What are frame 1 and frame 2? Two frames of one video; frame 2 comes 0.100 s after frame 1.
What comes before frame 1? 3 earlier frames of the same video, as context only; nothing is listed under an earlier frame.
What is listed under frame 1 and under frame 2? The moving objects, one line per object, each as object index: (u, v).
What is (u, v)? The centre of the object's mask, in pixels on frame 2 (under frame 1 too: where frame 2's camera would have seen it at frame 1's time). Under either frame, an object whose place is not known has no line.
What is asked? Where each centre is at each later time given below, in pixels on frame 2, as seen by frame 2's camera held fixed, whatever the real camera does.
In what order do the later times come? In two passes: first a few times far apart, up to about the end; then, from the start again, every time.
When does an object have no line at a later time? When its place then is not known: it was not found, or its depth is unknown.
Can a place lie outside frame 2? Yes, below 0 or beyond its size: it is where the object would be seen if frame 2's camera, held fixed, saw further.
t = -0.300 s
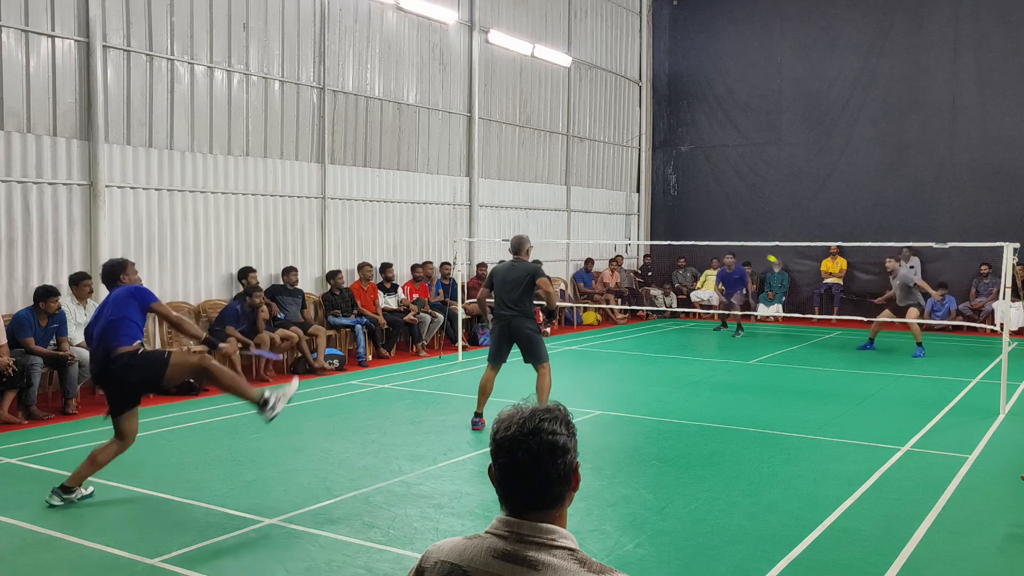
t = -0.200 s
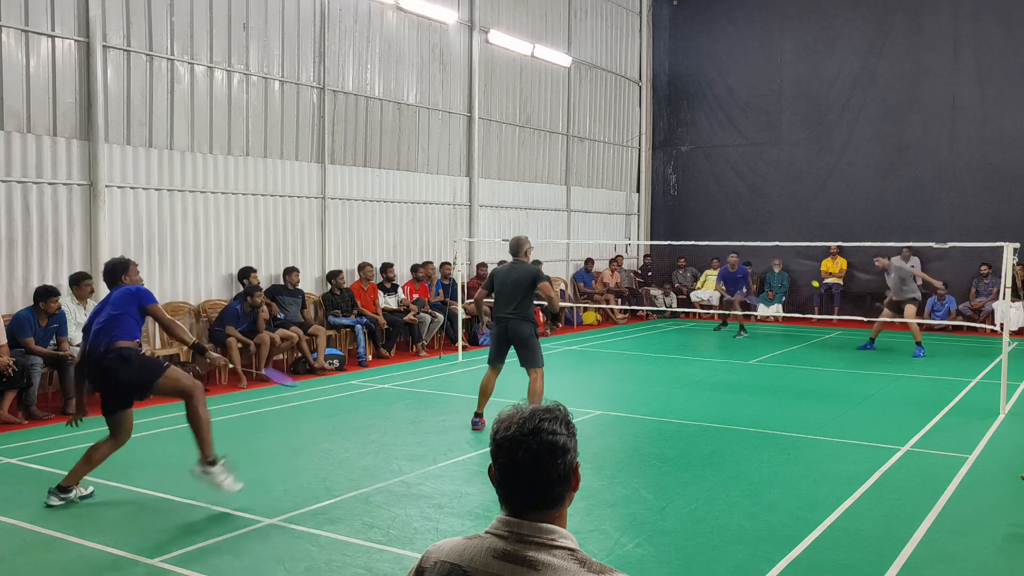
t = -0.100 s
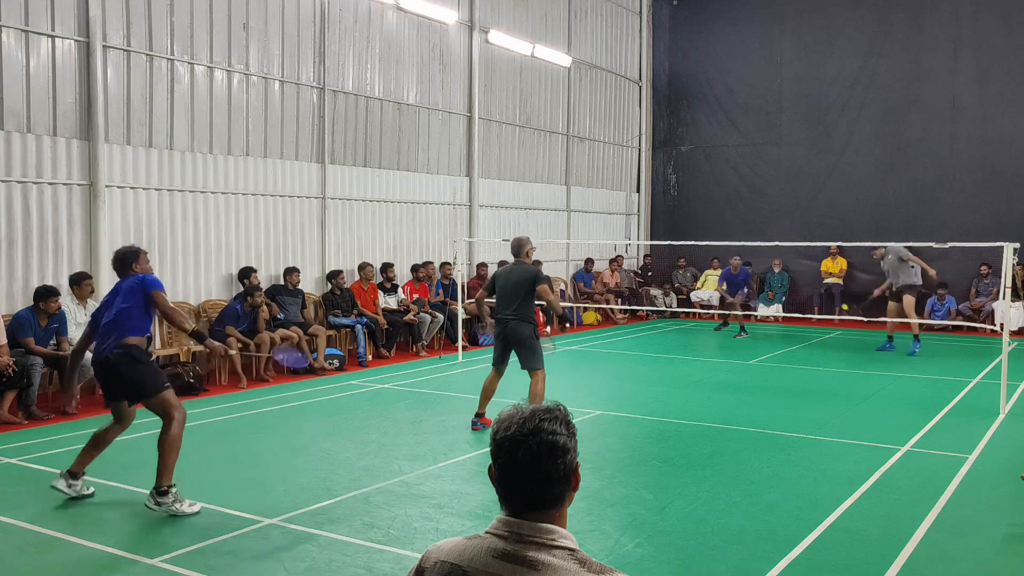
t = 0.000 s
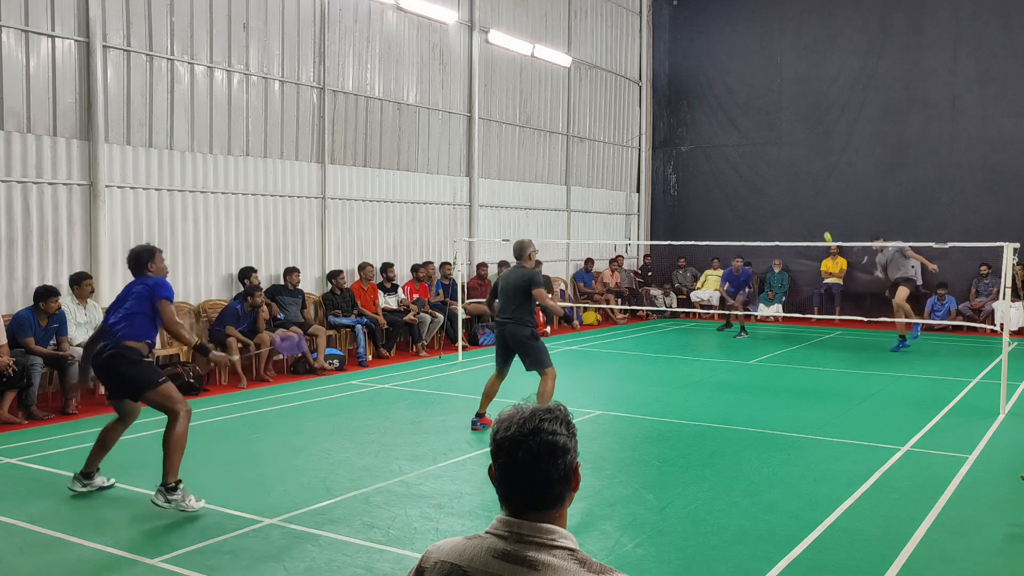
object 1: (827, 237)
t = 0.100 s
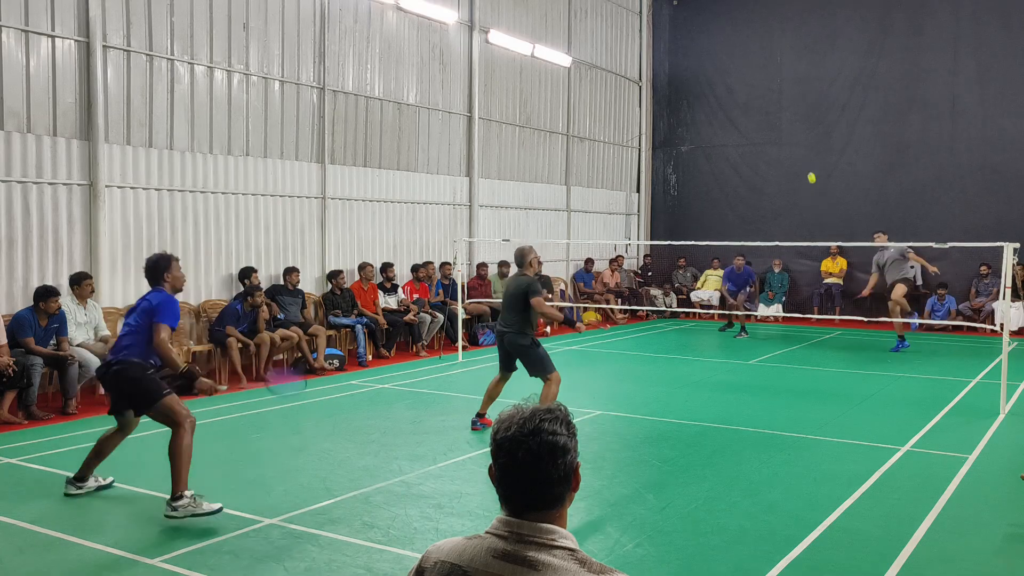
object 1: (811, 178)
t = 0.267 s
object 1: (786, 107)
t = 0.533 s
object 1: (740, 63)
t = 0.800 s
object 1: (684, 128)
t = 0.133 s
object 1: (806, 161)
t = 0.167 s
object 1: (801, 146)
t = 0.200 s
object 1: (796, 131)
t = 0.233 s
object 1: (791, 119)
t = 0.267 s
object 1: (786, 107)
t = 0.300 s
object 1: (780, 96)
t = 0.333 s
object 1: (775, 87)
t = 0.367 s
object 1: (770, 80)
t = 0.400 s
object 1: (764, 74)
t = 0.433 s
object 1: (758, 68)
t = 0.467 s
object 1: (753, 65)
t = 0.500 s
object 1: (747, 63)
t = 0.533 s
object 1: (740, 63)
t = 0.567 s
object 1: (734, 64)
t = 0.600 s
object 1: (728, 68)
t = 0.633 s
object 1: (721, 72)
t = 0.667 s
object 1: (714, 79)
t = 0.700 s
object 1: (707, 88)
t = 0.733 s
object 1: (700, 100)
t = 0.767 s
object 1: (692, 112)
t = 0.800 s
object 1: (684, 128)
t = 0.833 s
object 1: (676, 146)
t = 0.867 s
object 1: (669, 165)
